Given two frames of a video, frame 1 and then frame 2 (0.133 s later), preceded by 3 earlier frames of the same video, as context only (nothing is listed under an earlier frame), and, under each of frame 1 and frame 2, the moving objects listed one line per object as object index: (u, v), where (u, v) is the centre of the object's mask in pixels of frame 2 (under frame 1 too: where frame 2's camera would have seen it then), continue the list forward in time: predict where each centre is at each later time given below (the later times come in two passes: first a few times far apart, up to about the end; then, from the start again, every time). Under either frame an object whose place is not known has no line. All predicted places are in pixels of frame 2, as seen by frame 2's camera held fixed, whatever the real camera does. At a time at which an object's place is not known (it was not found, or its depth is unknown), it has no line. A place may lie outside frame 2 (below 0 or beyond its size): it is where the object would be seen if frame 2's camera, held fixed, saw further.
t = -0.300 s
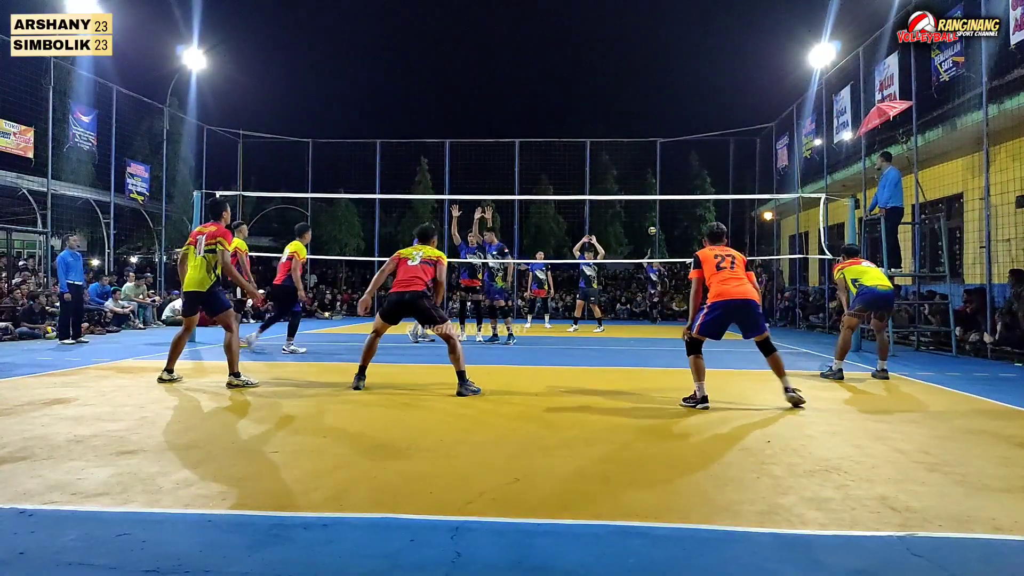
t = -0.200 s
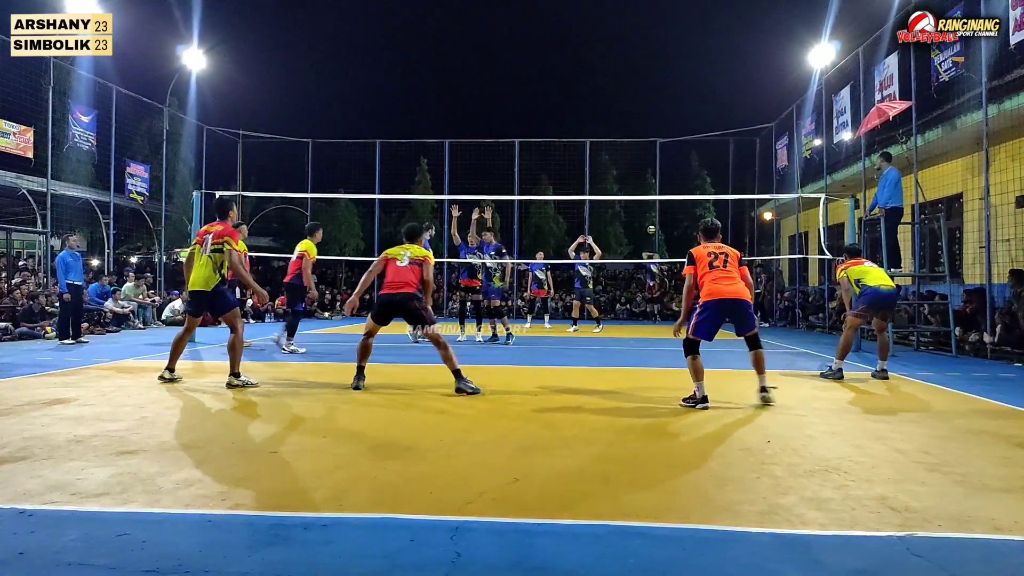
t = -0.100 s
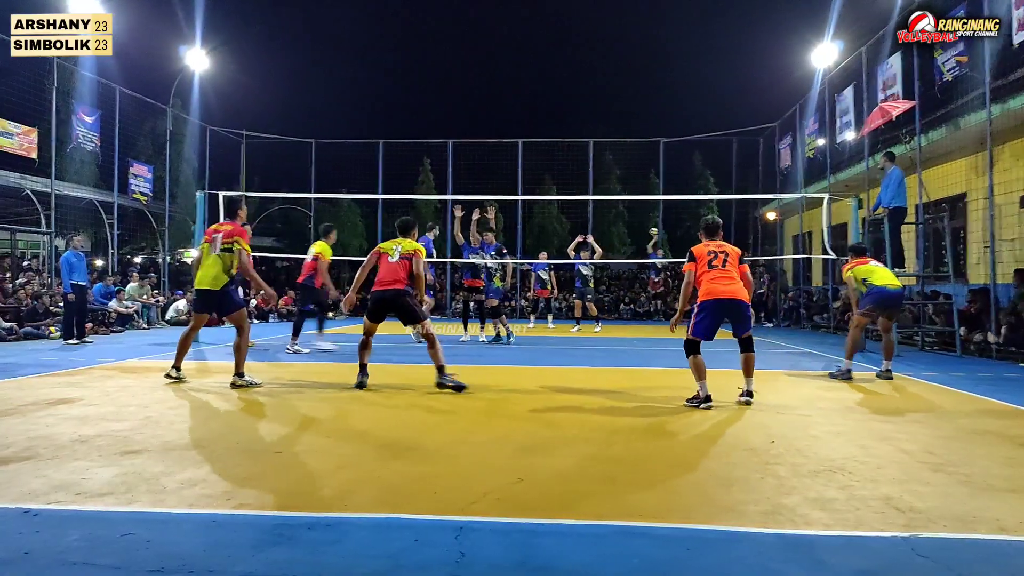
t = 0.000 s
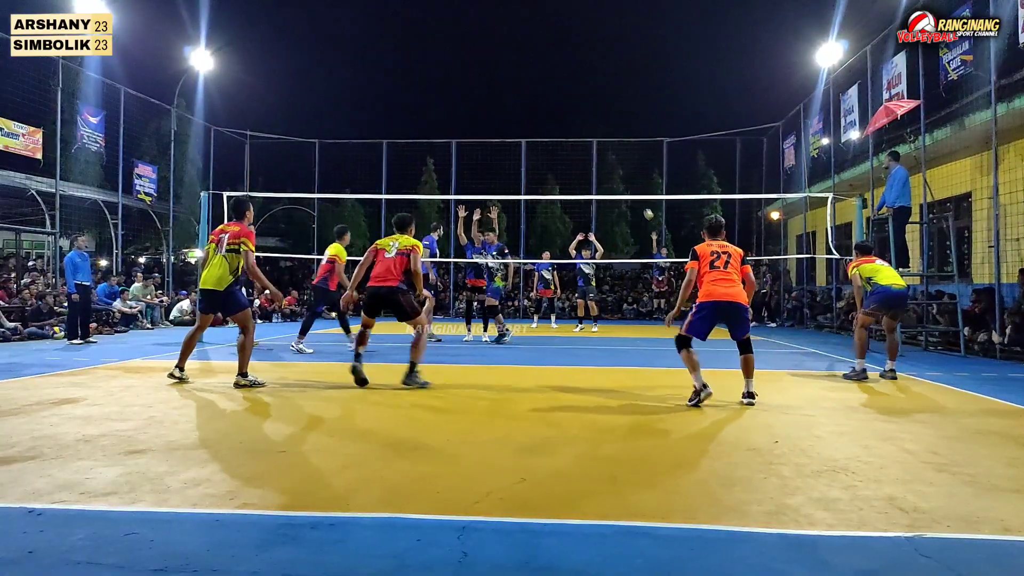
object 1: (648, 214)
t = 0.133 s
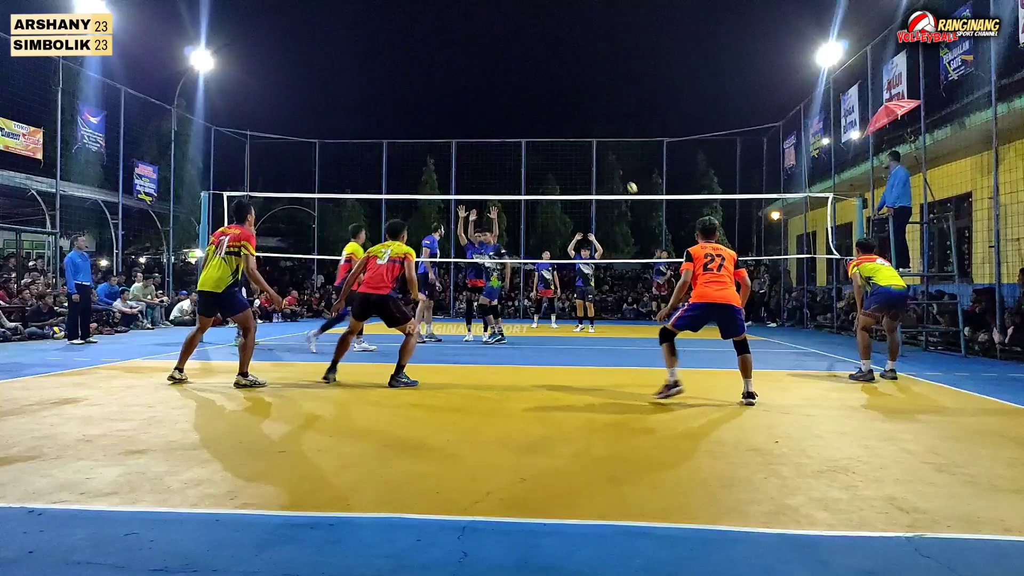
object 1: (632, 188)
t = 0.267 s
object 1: (611, 166)
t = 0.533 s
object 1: (558, 141)
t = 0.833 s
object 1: (465, 156)
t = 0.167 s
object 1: (627, 182)
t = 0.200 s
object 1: (622, 176)
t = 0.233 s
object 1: (617, 171)
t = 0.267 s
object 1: (611, 166)
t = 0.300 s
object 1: (605, 161)
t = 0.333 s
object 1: (599, 157)
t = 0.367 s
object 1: (593, 153)
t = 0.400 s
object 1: (586, 150)
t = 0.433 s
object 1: (579, 147)
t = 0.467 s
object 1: (572, 145)
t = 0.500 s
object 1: (565, 143)
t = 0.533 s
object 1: (558, 141)
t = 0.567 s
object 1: (549, 140)
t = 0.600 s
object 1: (541, 140)
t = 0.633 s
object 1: (532, 140)
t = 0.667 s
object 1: (522, 141)
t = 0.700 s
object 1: (512, 142)
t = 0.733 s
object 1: (501, 144)
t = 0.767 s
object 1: (489, 147)
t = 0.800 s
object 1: (478, 151)
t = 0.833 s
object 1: (465, 156)
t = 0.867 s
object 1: (452, 162)
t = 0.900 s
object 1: (438, 169)
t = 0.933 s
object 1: (424, 178)
